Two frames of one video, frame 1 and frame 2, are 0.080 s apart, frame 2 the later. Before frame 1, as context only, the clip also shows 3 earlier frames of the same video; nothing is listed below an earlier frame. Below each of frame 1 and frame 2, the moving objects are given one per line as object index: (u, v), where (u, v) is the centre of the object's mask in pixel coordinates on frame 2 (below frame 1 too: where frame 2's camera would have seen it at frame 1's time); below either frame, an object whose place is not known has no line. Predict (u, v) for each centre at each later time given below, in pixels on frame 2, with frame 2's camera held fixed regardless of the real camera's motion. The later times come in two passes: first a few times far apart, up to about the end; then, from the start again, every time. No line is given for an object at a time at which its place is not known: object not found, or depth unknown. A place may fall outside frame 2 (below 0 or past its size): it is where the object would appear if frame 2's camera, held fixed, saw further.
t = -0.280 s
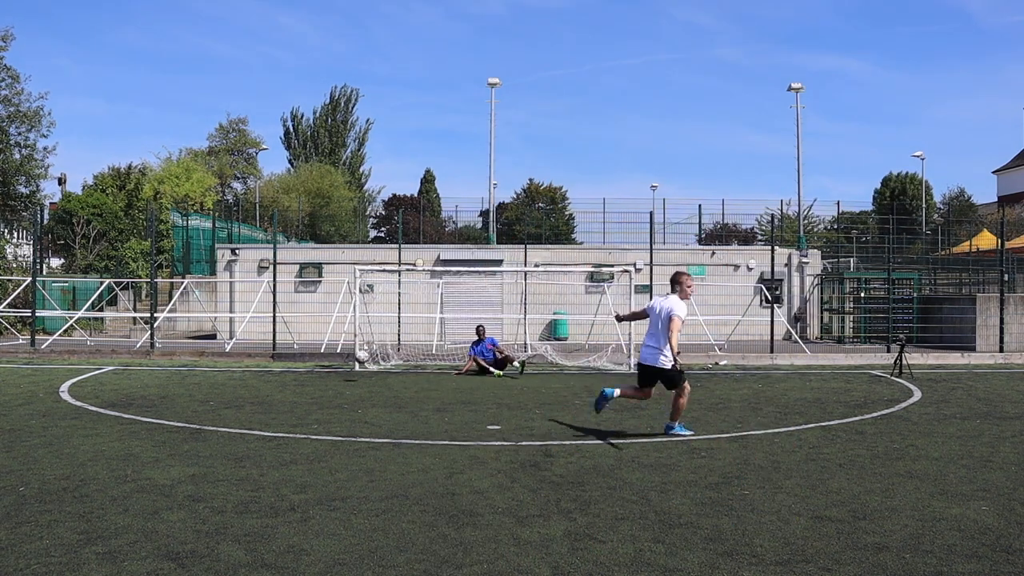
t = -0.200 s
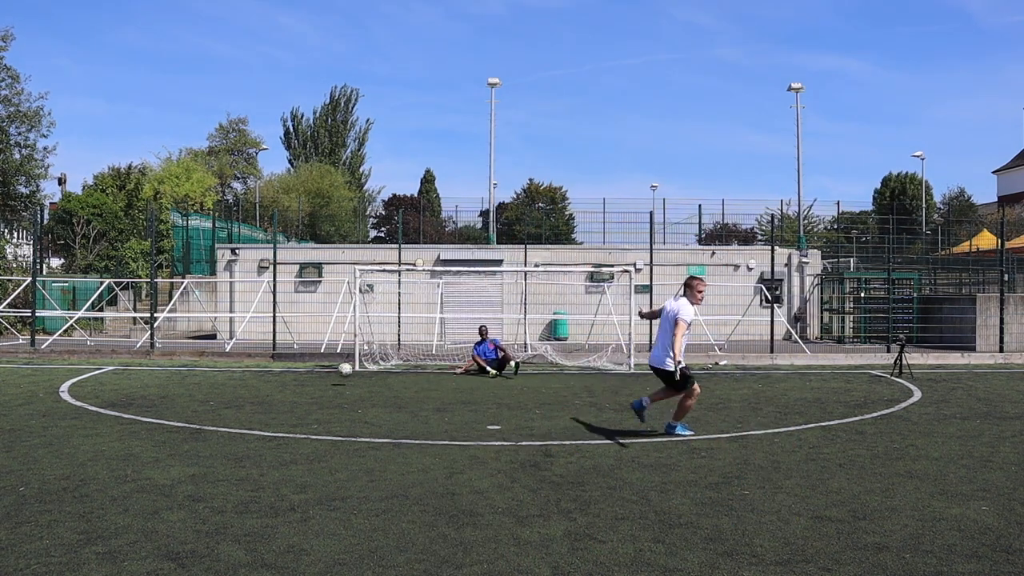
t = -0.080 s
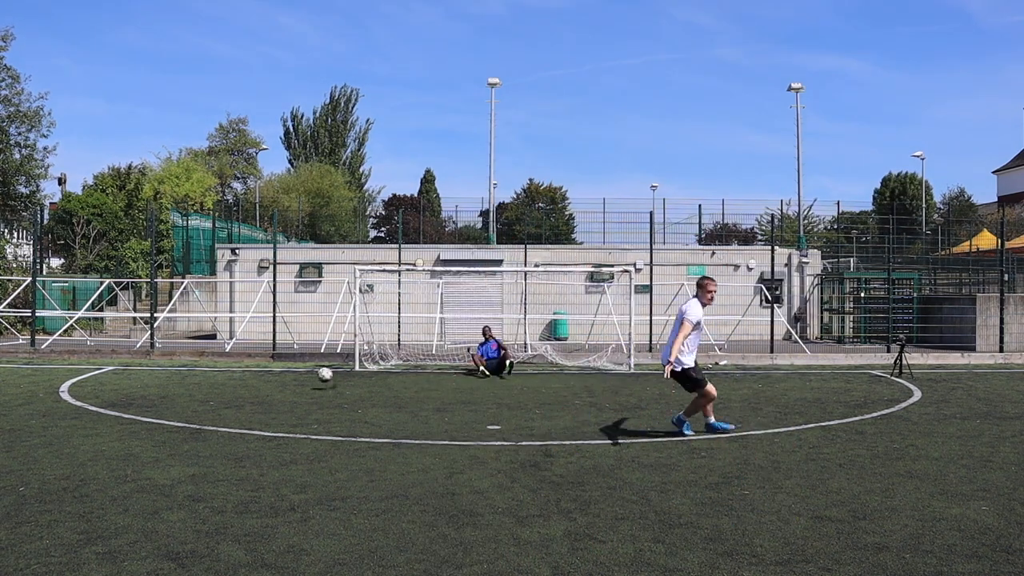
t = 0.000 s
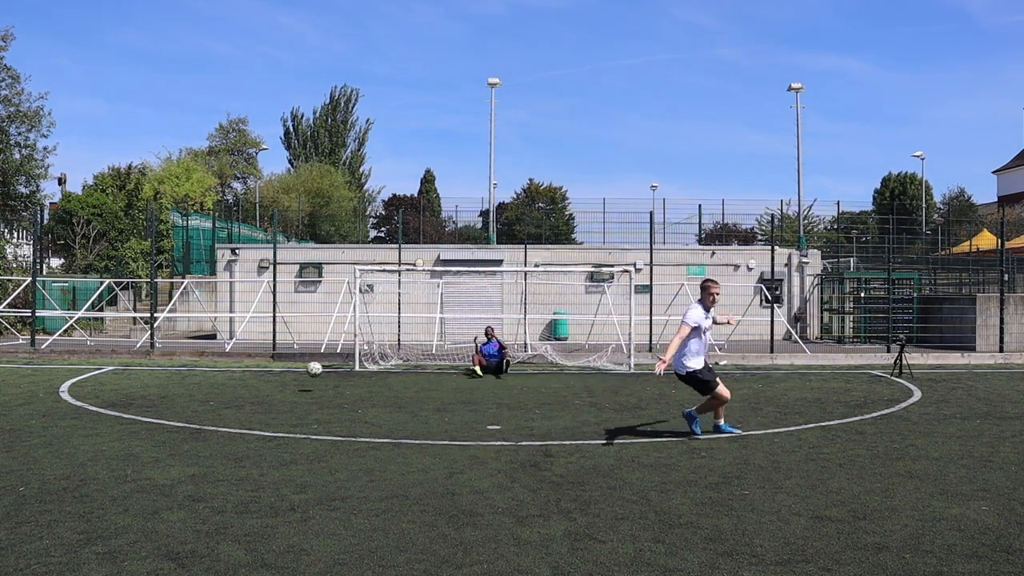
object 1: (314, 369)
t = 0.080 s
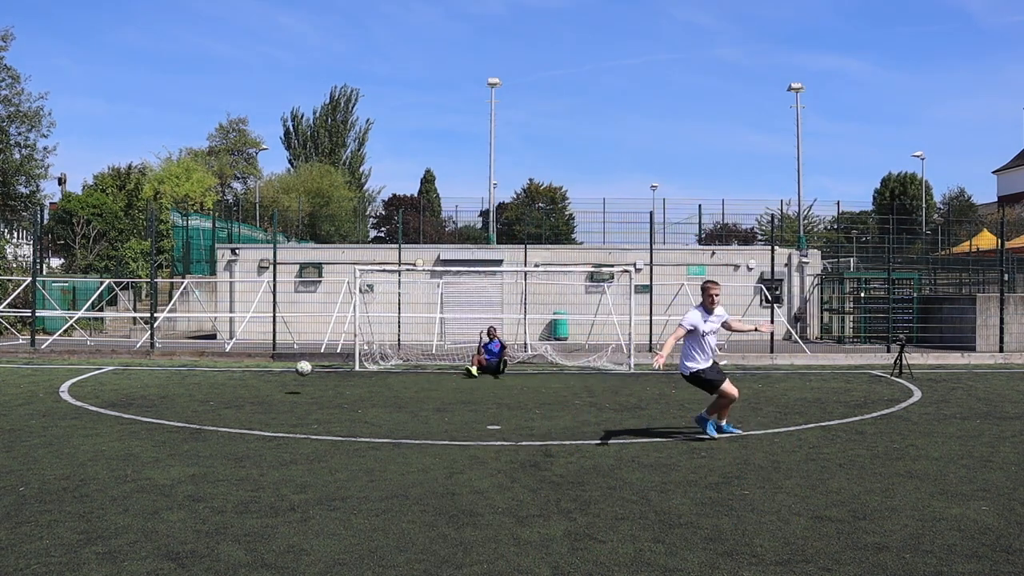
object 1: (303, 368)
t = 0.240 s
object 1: (279, 380)
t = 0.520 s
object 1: (239, 386)
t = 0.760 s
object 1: (200, 406)
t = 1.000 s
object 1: (154, 418)
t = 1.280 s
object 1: (90, 430)
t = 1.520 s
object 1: (27, 444)
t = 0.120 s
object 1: (298, 369)
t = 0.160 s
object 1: (292, 372)
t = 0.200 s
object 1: (286, 375)
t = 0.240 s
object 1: (279, 380)
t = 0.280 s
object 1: (273, 386)
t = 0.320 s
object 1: (267, 394)
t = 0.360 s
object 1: (262, 392)
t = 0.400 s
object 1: (256, 388)
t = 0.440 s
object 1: (250, 386)
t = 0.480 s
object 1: (245, 385)
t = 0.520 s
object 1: (239, 386)
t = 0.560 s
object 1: (233, 387)
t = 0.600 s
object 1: (227, 390)
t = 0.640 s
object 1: (220, 394)
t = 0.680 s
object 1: (214, 400)
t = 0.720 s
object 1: (208, 407)
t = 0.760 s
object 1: (200, 406)
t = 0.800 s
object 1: (193, 404)
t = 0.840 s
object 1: (186, 403)
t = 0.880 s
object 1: (178, 405)
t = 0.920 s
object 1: (170, 408)
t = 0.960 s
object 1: (162, 412)
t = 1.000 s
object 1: (154, 418)
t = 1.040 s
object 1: (146, 418)
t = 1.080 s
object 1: (137, 418)
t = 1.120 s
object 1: (128, 421)
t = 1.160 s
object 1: (119, 425)
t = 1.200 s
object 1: (109, 426)
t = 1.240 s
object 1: (100, 427)
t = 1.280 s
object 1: (90, 430)
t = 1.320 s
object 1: (81, 432)
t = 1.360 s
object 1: (70, 434)
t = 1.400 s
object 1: (60, 436)
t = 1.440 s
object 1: (49, 438)
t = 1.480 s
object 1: (38, 441)
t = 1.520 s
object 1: (27, 444)
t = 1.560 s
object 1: (15, 446)
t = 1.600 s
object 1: (9, 448)
